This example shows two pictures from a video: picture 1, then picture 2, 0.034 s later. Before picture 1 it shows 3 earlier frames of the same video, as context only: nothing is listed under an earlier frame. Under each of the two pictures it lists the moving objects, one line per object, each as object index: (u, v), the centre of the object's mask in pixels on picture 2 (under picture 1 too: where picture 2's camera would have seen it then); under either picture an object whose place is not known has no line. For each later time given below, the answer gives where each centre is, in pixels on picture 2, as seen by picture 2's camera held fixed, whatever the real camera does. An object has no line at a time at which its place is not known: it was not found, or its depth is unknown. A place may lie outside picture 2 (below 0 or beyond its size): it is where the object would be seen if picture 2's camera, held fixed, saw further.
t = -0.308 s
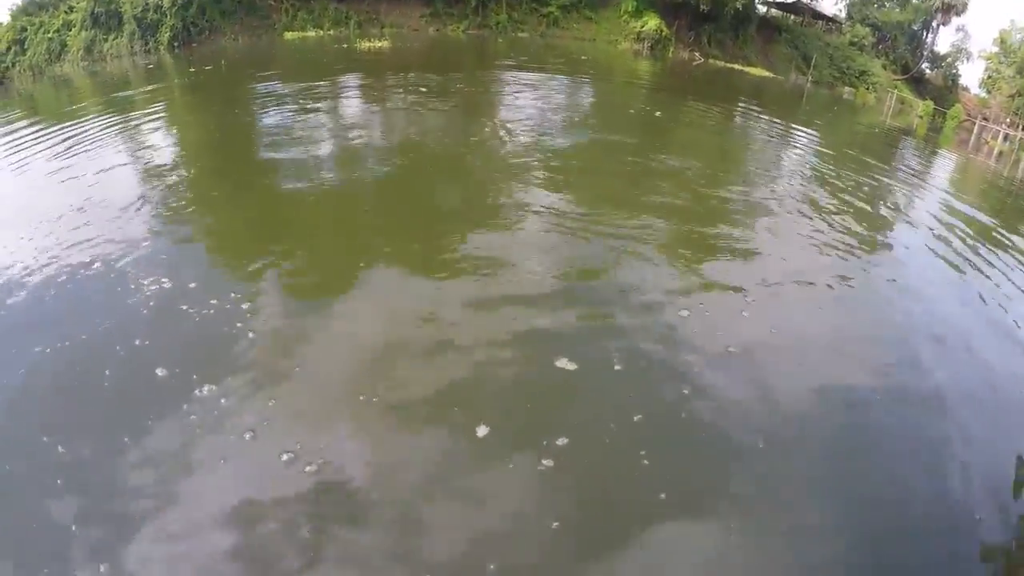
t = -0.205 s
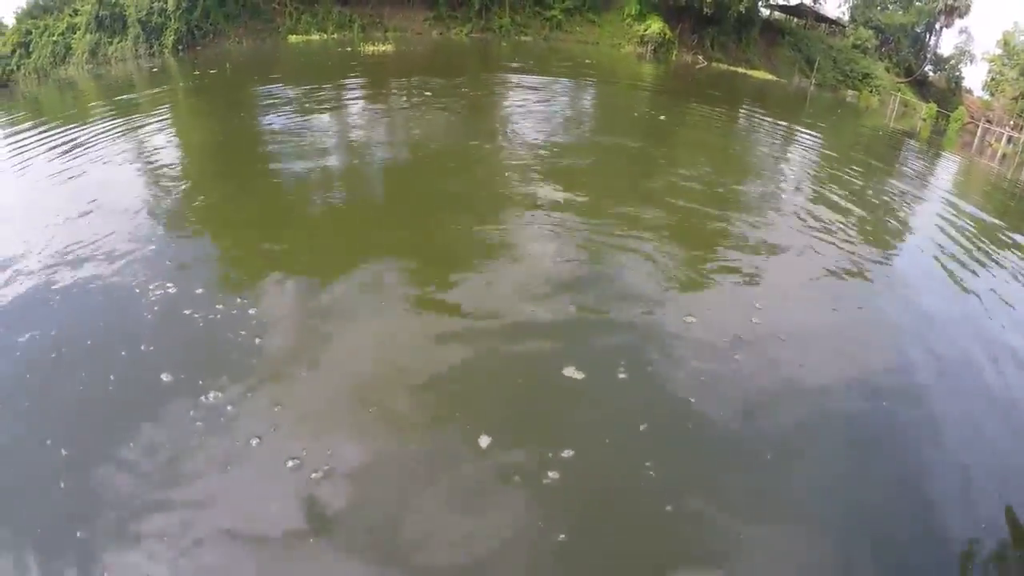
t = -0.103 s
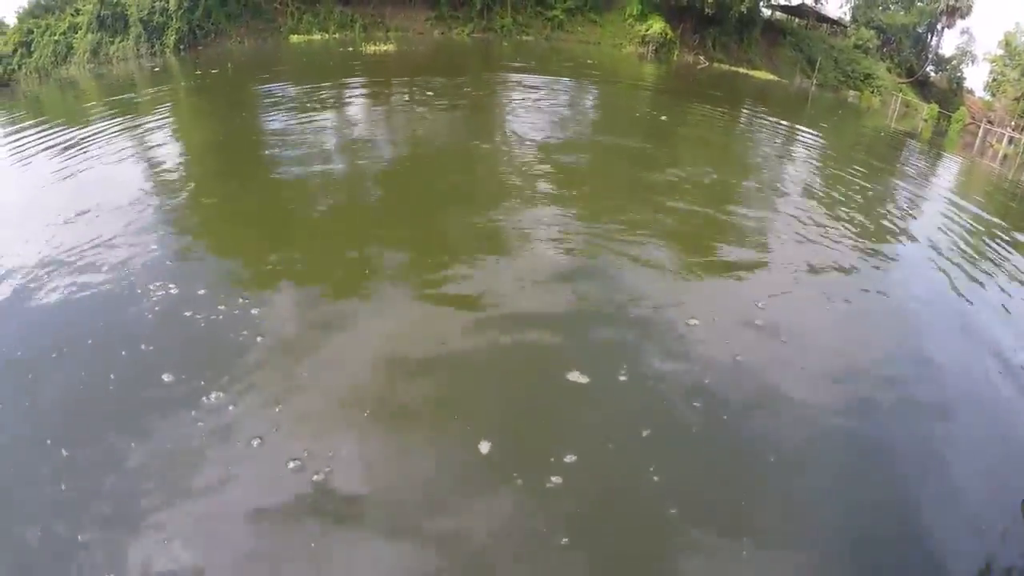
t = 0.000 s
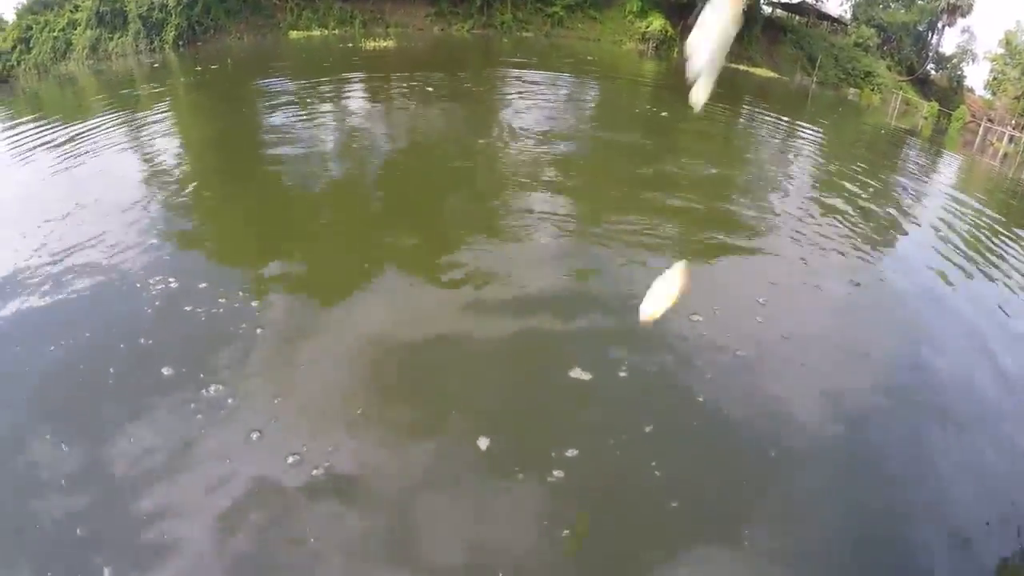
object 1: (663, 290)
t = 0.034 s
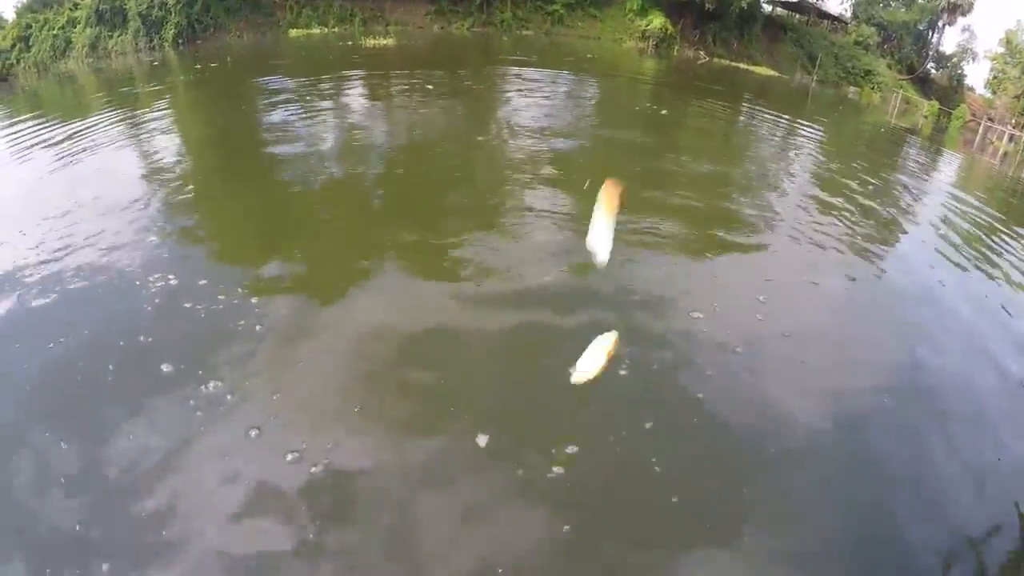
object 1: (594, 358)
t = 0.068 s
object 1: (559, 384)
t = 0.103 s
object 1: (555, 378)
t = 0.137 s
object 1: (554, 375)
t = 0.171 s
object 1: (554, 372)
